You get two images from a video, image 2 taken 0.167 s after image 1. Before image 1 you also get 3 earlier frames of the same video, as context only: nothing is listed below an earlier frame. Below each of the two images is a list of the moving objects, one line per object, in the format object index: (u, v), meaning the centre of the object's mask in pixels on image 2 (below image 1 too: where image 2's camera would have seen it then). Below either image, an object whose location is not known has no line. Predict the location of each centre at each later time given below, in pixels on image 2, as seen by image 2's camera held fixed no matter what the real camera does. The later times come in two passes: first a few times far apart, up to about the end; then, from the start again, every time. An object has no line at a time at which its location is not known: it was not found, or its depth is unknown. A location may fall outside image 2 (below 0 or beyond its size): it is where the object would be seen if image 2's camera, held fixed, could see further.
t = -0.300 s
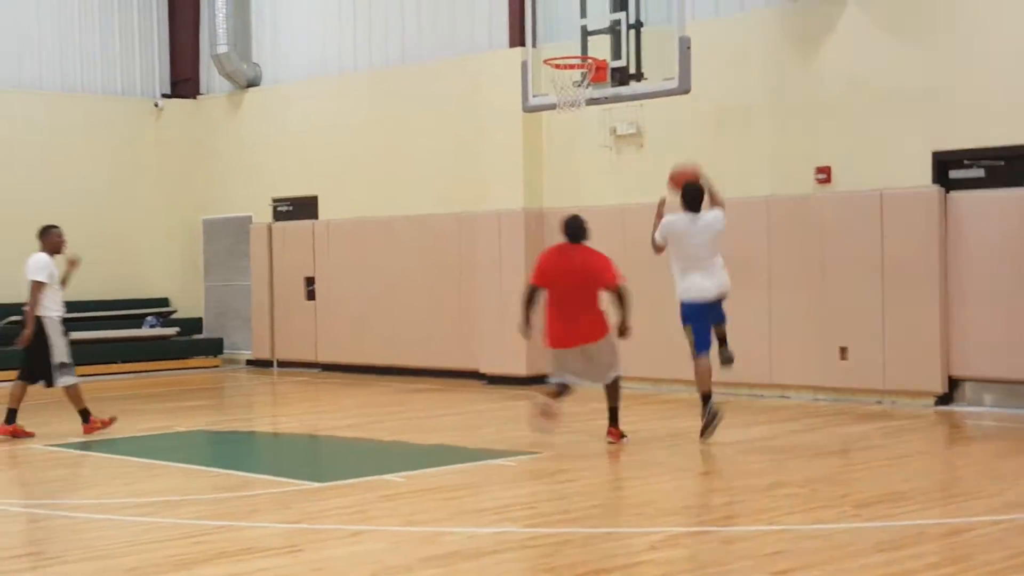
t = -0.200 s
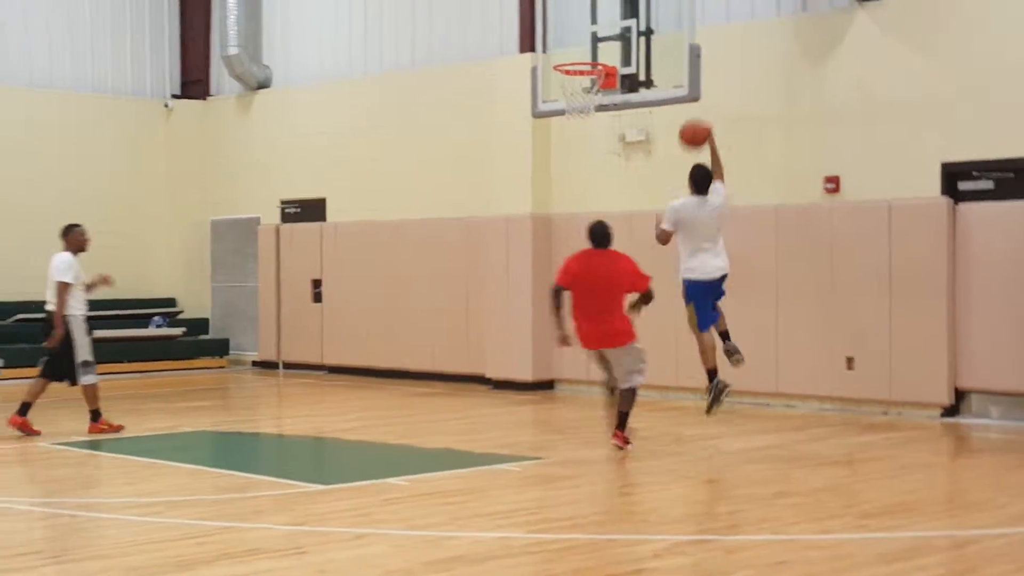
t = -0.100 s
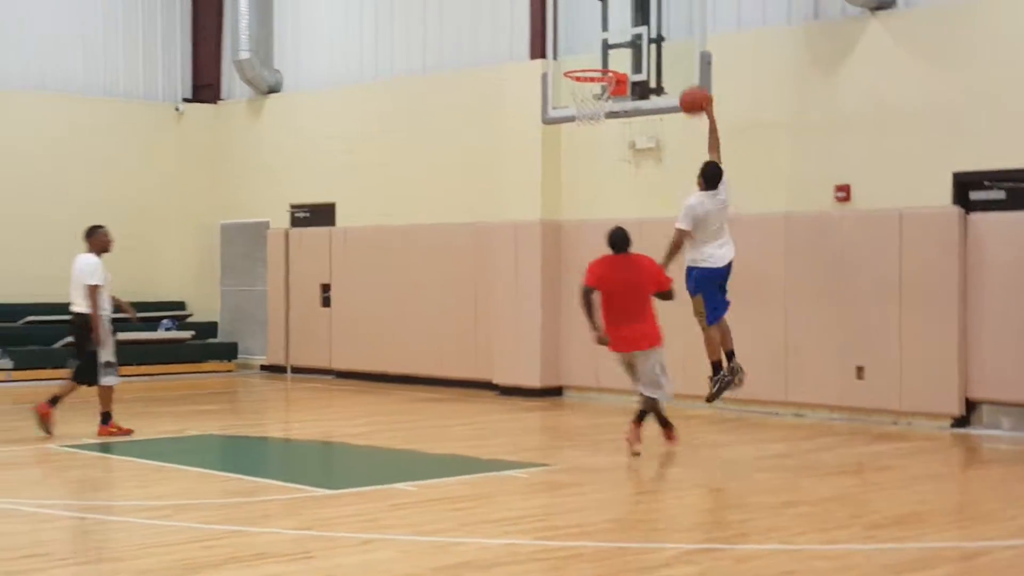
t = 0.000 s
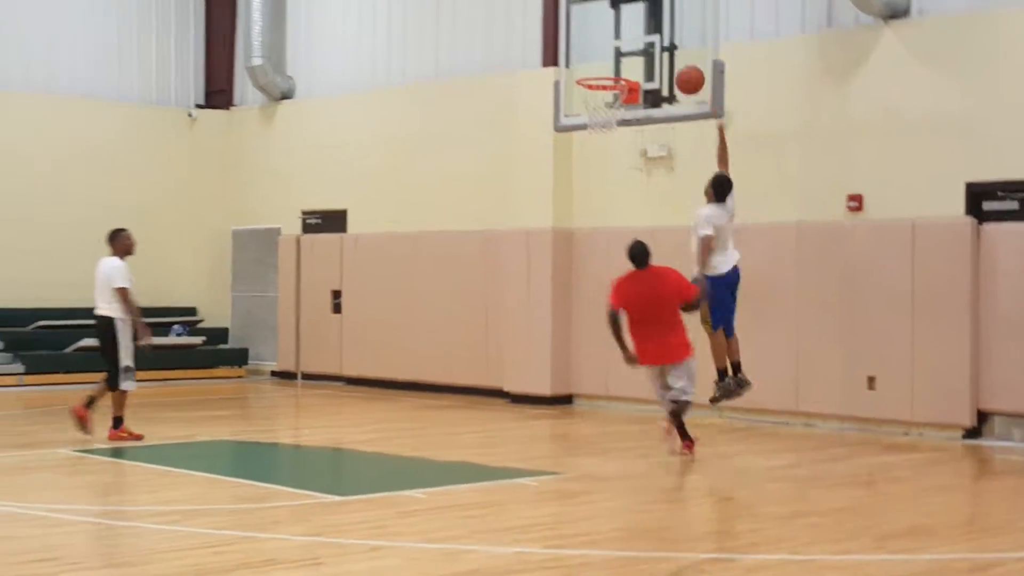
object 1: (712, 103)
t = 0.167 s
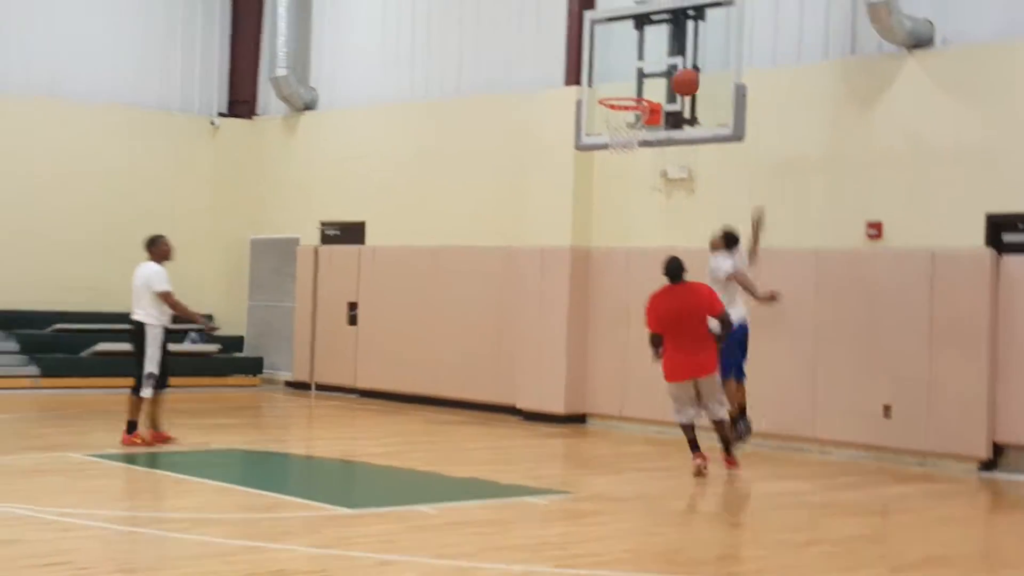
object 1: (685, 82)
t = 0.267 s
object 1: (659, 83)
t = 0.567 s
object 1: (611, 116)
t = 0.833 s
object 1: (617, 175)
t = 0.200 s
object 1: (676, 81)
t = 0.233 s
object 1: (667, 82)
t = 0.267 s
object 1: (659, 83)
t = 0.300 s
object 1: (650, 86)
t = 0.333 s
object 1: (644, 86)
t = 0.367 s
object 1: (639, 88)
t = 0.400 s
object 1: (634, 89)
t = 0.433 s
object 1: (629, 92)
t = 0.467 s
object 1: (623, 98)
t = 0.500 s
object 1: (618, 102)
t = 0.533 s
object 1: (612, 110)
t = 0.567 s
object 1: (611, 116)
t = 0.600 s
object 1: (610, 122)
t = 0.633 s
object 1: (610, 127)
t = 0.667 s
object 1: (611, 133)
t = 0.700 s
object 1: (613, 143)
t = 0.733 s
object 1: (612, 151)
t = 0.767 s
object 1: (614, 157)
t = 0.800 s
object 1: (616, 164)
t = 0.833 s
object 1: (617, 175)
